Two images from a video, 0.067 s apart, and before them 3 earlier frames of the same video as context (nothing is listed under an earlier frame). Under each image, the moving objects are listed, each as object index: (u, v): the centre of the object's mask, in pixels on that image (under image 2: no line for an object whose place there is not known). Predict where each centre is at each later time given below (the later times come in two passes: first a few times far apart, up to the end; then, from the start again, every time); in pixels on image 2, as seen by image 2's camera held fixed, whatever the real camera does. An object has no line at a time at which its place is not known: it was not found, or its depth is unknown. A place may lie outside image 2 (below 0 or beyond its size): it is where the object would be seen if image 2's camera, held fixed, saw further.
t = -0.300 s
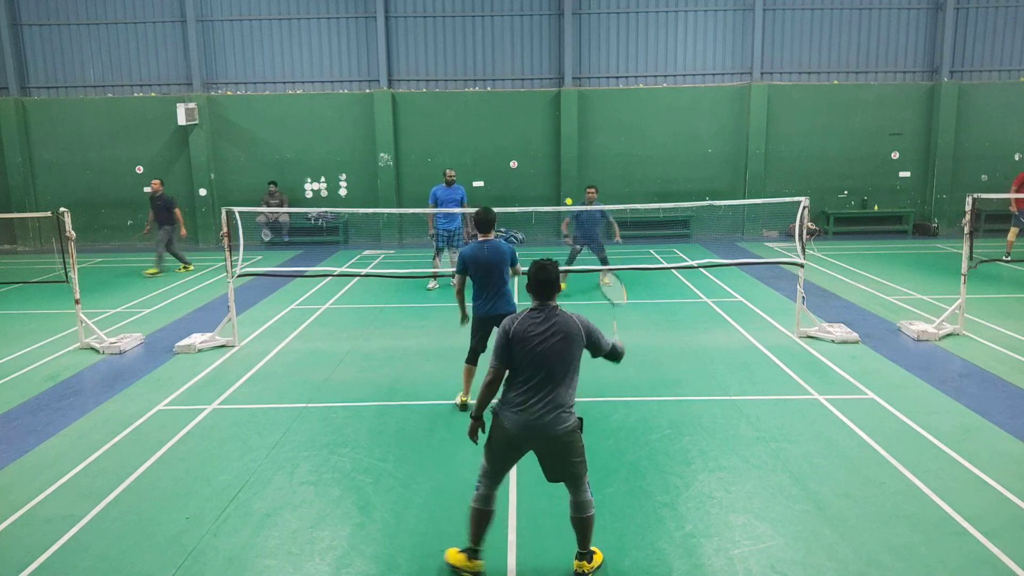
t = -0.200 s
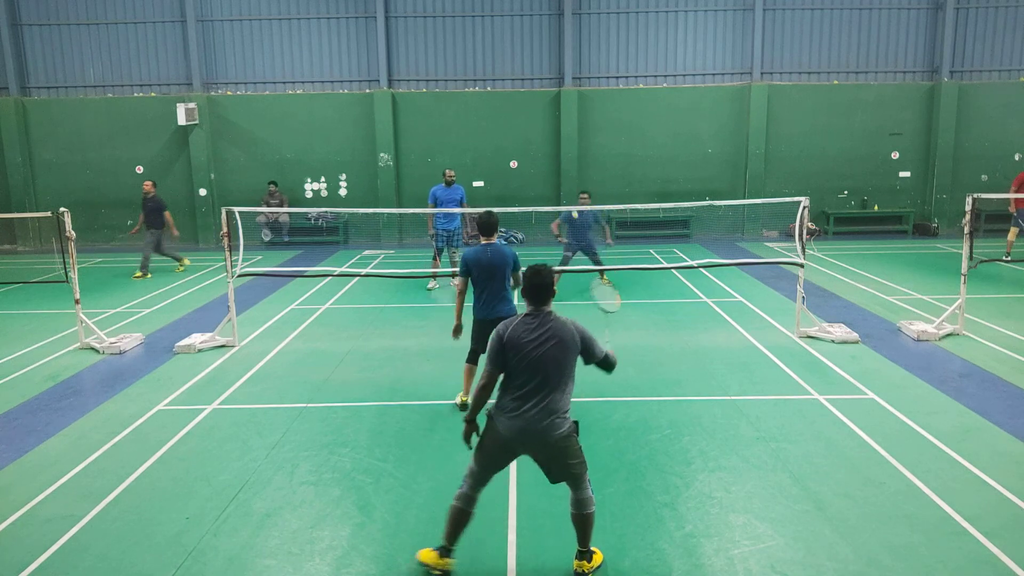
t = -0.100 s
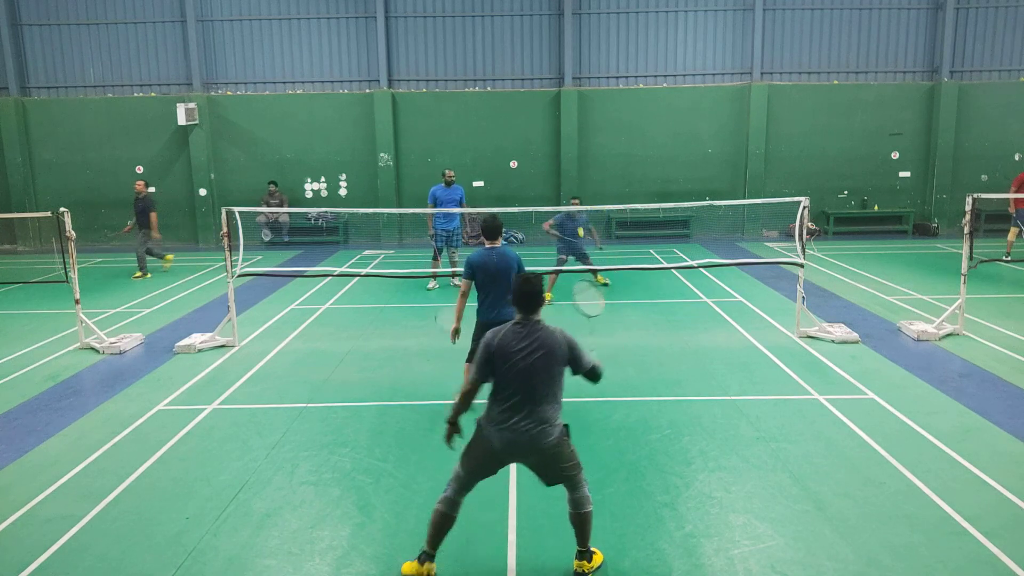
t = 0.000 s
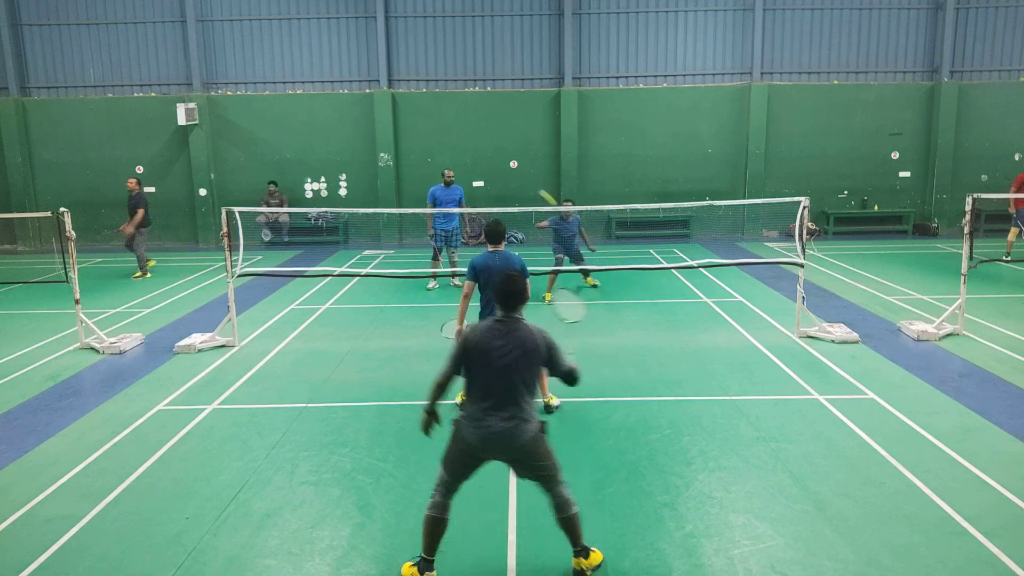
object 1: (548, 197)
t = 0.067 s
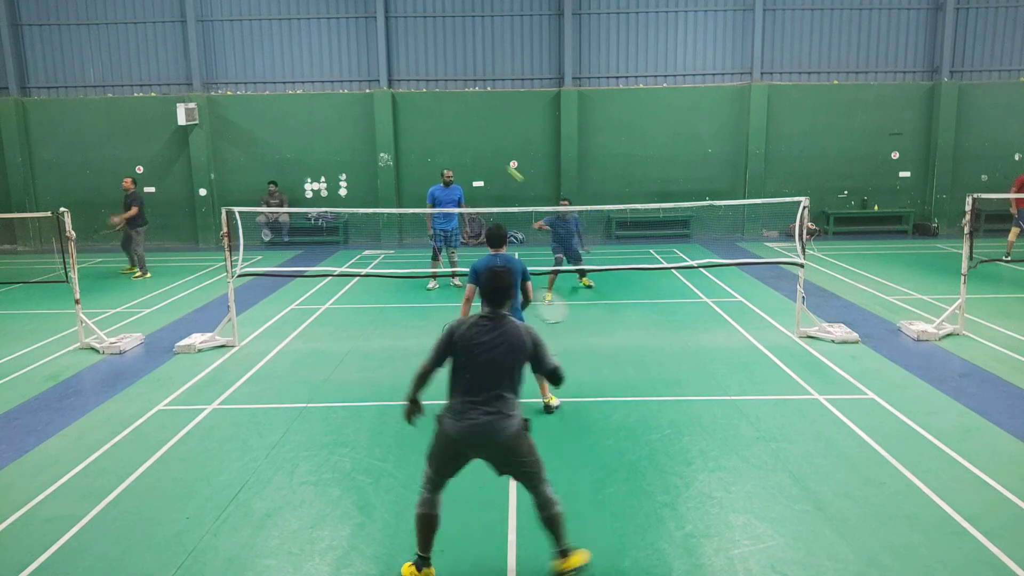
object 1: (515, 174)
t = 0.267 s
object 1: (418, 119)
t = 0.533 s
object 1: (274, 125)
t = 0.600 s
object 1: (234, 145)
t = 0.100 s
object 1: (499, 161)
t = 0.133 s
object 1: (484, 151)
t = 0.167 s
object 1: (467, 141)
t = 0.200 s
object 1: (452, 133)
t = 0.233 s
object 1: (435, 125)
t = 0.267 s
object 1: (418, 119)
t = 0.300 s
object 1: (402, 114)
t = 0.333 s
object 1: (384, 111)
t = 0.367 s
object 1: (367, 109)
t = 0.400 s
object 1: (349, 109)
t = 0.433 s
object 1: (331, 110)
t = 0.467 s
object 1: (312, 113)
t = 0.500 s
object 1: (293, 118)
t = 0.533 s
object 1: (274, 125)
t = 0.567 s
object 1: (254, 134)
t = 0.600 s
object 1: (234, 145)
